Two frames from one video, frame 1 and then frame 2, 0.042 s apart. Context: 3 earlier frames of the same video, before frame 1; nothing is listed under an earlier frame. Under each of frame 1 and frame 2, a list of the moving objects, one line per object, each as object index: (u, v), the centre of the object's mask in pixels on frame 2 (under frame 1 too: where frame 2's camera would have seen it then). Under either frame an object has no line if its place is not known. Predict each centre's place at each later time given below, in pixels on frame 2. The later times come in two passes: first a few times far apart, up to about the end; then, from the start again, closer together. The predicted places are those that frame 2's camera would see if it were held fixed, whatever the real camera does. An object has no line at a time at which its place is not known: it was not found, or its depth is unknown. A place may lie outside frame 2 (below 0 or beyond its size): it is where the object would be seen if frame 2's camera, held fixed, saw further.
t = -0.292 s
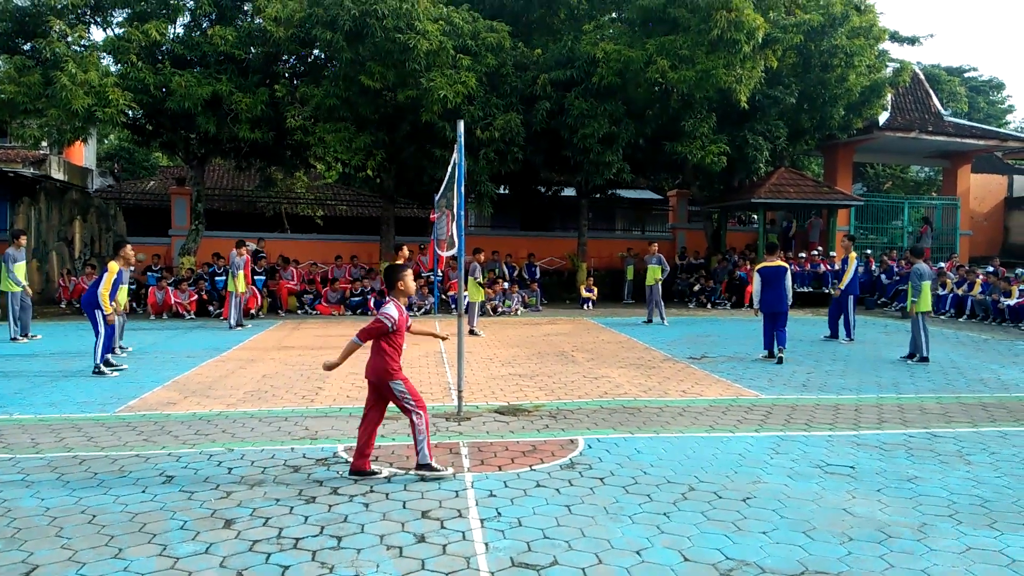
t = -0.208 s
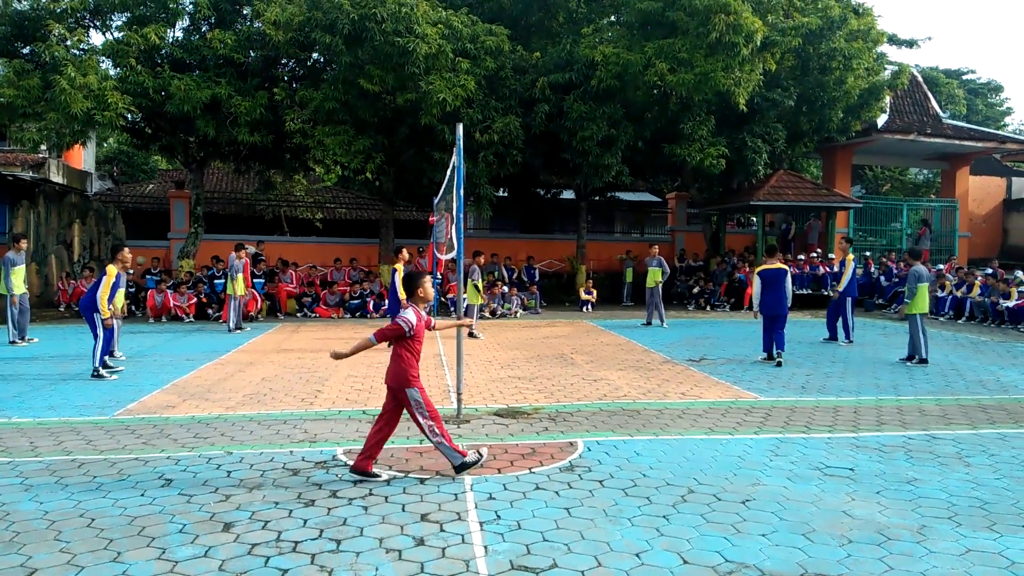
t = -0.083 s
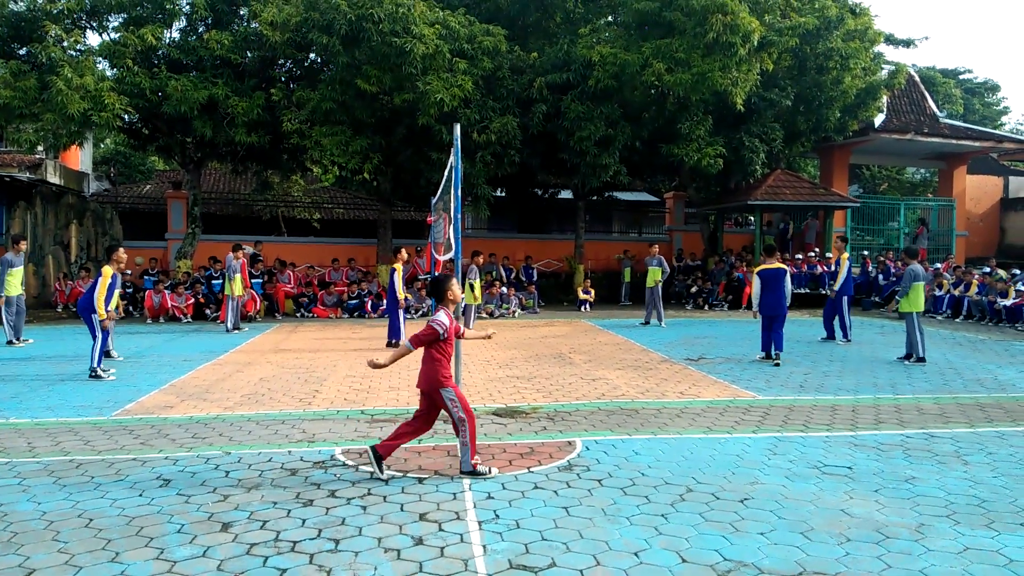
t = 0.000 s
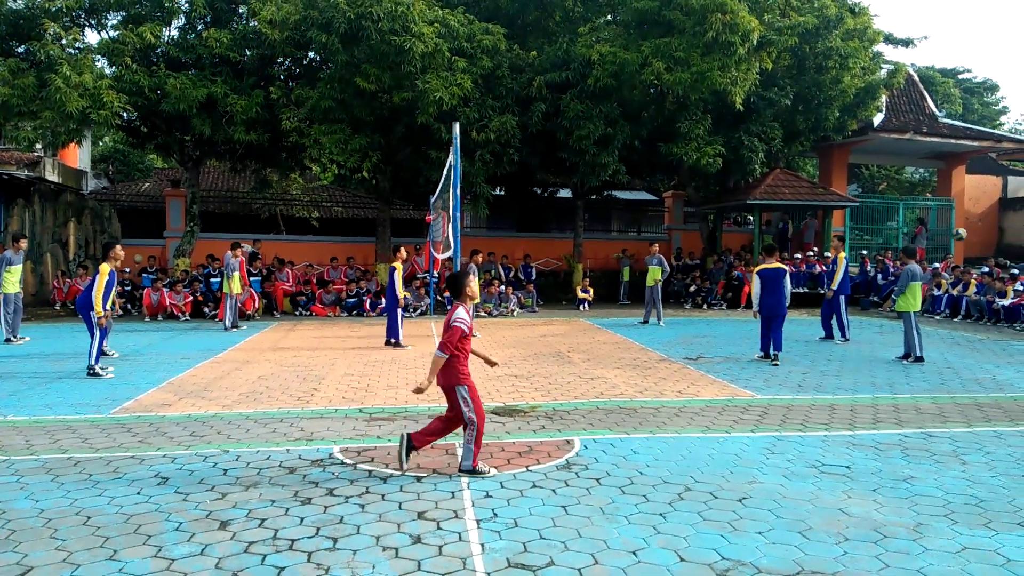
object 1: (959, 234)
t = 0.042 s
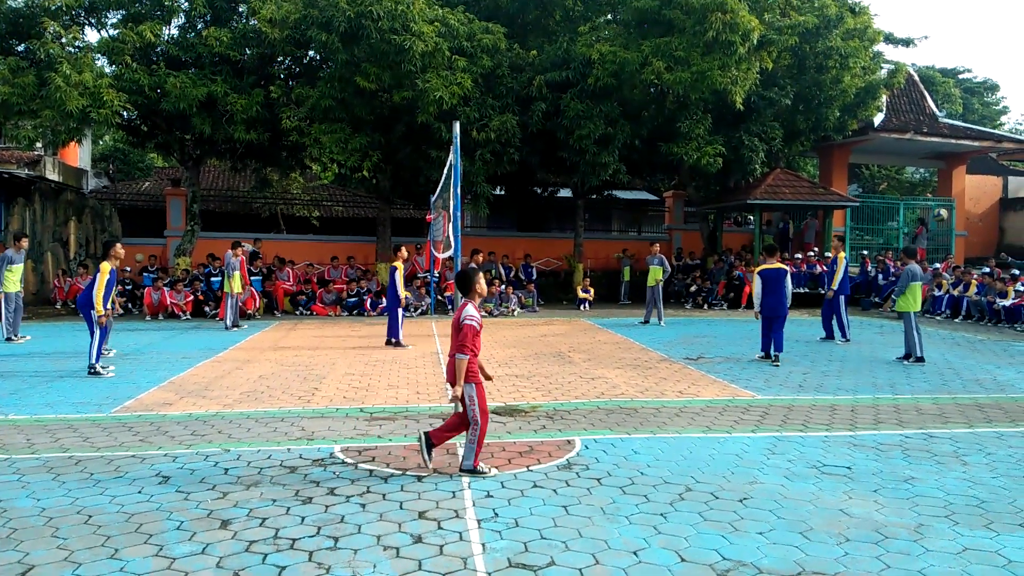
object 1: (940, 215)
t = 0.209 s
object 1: (857, 145)
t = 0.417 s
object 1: (750, 85)
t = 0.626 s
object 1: (638, 50)
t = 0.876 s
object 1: (500, 41)
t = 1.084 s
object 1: (383, 66)
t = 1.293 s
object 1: (260, 127)
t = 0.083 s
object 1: (920, 196)
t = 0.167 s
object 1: (878, 161)
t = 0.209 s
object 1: (857, 145)
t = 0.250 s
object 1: (836, 132)
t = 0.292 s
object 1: (815, 118)
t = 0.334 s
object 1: (793, 106)
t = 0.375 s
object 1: (771, 95)
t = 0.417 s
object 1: (750, 85)
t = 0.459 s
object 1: (727, 76)
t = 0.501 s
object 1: (705, 68)
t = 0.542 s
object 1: (683, 61)
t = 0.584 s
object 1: (661, 55)
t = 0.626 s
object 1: (638, 50)
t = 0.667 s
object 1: (615, 46)
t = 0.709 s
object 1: (593, 43)
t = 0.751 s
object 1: (570, 42)
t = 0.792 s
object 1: (548, 40)
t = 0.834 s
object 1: (524, 41)
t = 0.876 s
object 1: (500, 41)
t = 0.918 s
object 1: (477, 44)
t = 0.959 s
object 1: (454, 48)
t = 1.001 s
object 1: (430, 52)
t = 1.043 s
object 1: (406, 58)
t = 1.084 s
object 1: (383, 66)
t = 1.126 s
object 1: (358, 75)
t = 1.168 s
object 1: (334, 85)
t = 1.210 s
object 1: (310, 98)
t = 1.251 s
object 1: (285, 111)
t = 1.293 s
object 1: (260, 127)
